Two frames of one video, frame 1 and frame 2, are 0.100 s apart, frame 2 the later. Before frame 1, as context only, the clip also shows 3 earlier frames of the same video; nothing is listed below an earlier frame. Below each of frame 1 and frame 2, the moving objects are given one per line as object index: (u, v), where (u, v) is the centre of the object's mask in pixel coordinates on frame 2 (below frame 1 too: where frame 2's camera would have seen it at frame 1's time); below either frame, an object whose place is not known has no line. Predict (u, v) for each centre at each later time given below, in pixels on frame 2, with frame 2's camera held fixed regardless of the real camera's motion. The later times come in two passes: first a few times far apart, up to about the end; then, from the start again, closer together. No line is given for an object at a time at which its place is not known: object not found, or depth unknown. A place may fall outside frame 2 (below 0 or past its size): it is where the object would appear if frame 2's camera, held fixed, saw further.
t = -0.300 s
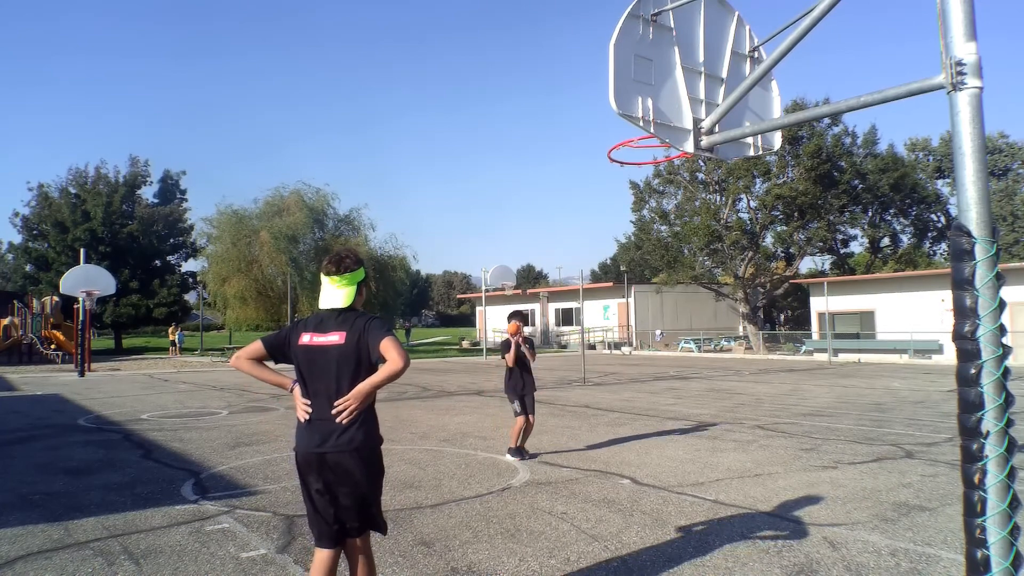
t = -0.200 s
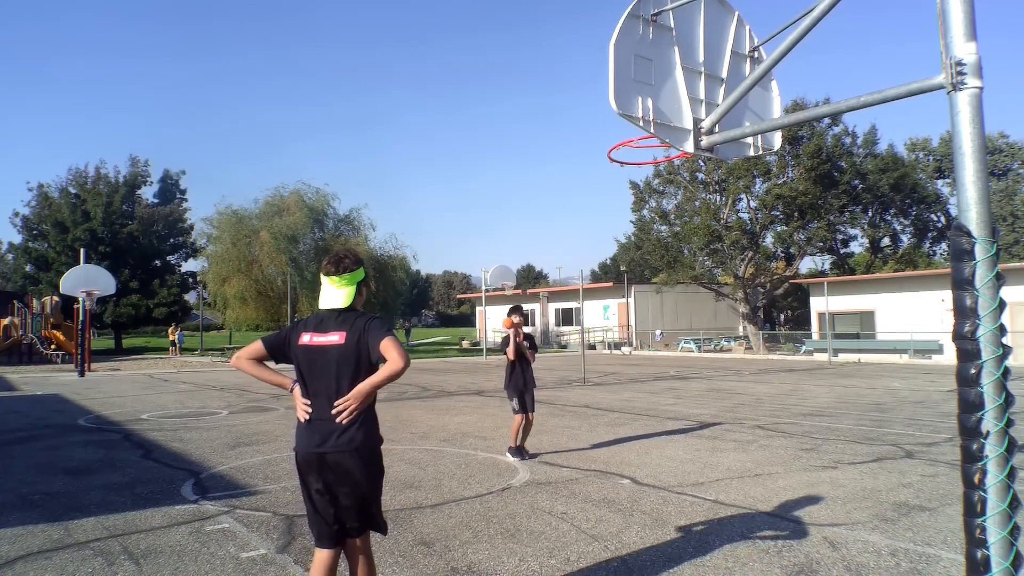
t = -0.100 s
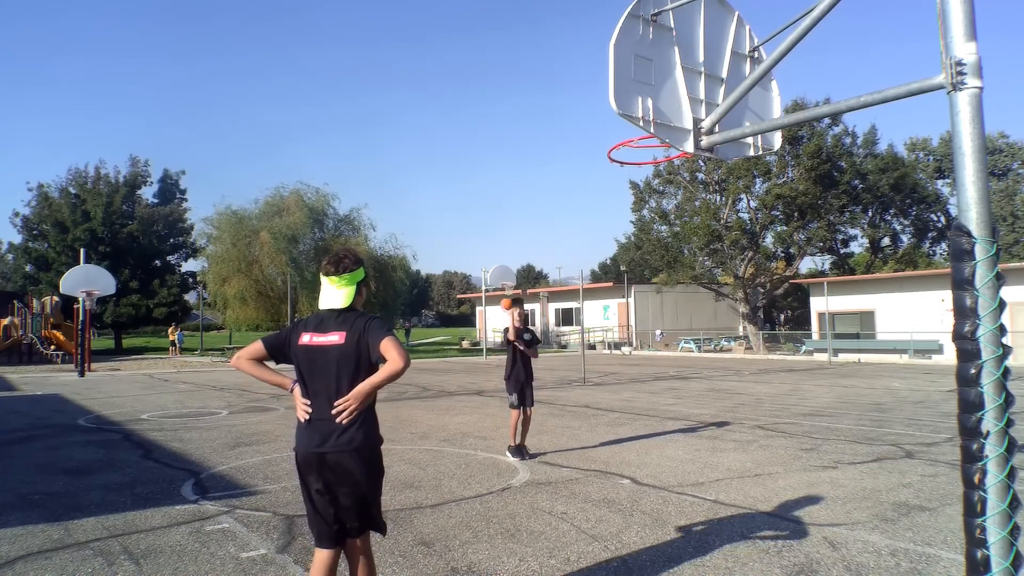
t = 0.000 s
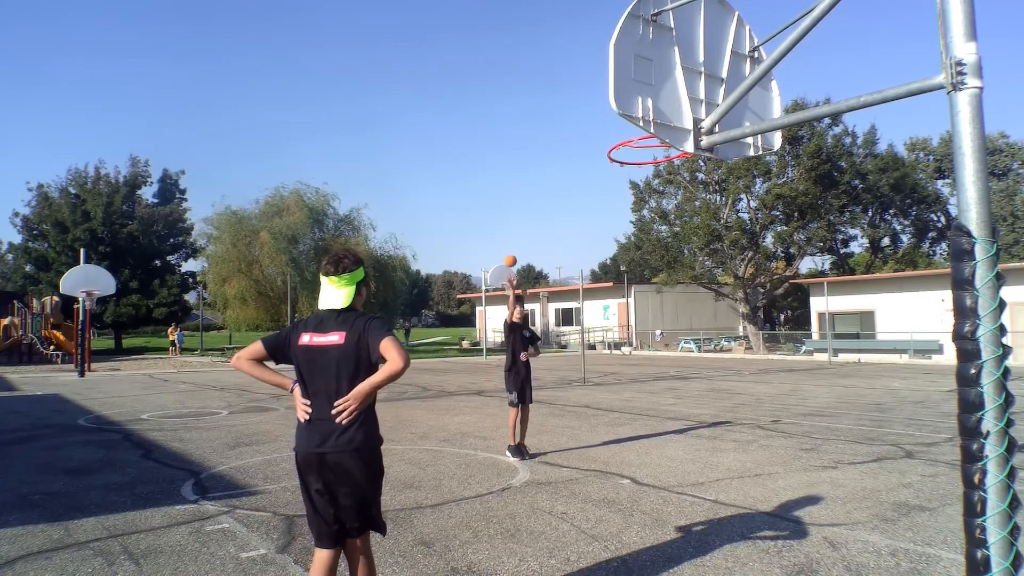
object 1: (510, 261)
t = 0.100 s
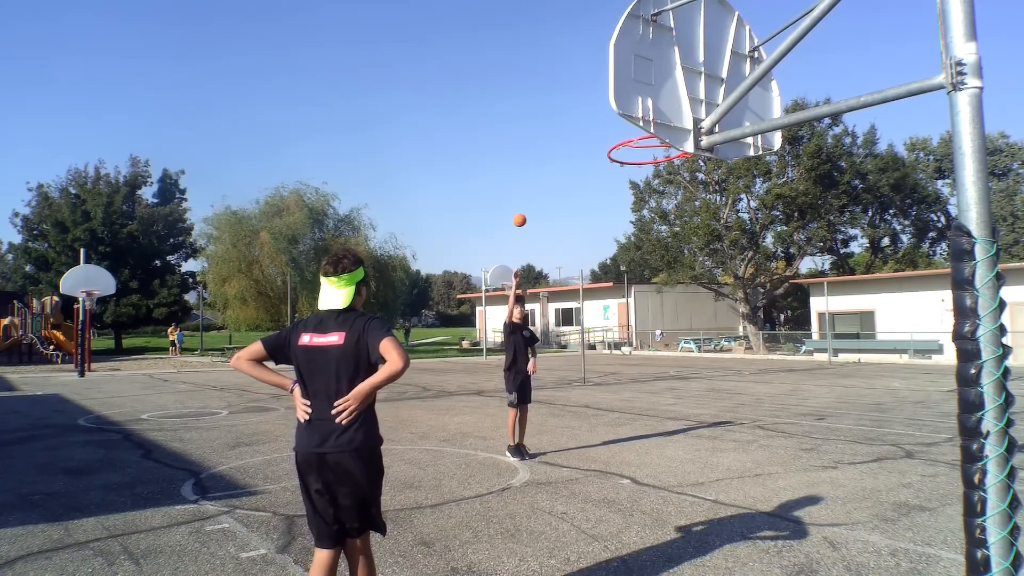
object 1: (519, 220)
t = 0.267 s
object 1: (538, 168)
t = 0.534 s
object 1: (580, 138)
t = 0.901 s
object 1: (575, 304)
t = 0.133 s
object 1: (523, 208)
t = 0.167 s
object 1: (526, 197)
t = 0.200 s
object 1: (530, 186)
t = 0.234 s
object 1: (534, 177)
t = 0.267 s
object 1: (538, 168)
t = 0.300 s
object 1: (542, 160)
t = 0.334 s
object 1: (547, 154)
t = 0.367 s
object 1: (551, 148)
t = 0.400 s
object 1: (556, 144)
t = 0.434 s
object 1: (562, 140)
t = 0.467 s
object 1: (568, 138)
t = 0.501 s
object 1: (574, 137)
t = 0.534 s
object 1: (580, 138)
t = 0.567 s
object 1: (587, 140)
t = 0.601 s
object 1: (594, 144)
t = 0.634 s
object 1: (601, 150)
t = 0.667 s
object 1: (610, 159)
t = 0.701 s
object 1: (617, 170)
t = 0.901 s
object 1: (575, 304)
